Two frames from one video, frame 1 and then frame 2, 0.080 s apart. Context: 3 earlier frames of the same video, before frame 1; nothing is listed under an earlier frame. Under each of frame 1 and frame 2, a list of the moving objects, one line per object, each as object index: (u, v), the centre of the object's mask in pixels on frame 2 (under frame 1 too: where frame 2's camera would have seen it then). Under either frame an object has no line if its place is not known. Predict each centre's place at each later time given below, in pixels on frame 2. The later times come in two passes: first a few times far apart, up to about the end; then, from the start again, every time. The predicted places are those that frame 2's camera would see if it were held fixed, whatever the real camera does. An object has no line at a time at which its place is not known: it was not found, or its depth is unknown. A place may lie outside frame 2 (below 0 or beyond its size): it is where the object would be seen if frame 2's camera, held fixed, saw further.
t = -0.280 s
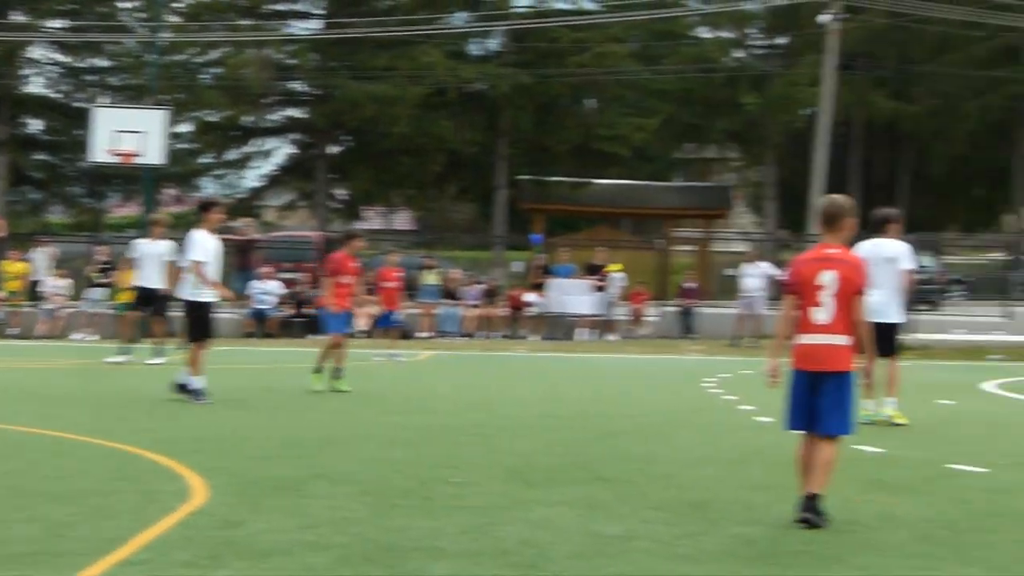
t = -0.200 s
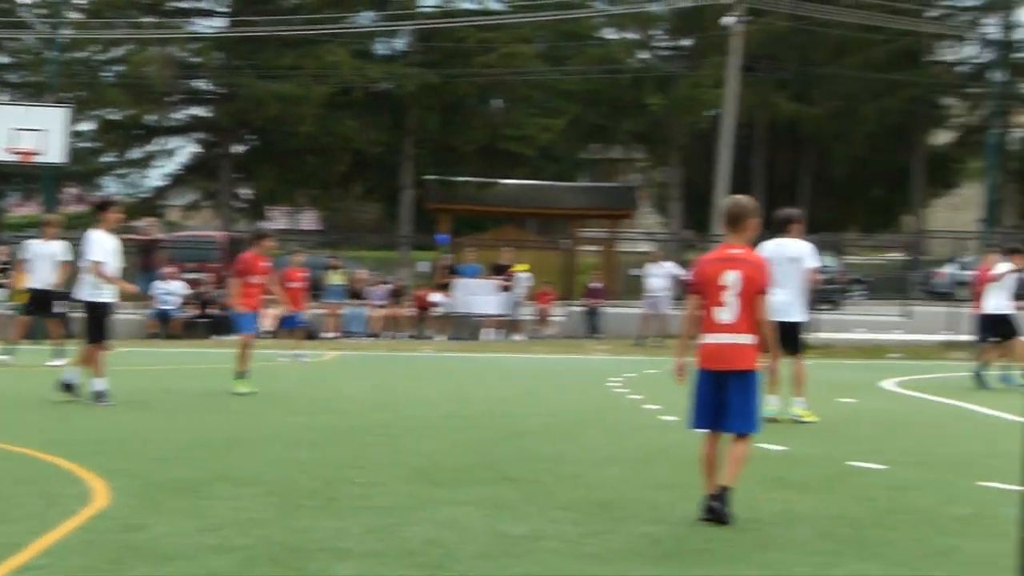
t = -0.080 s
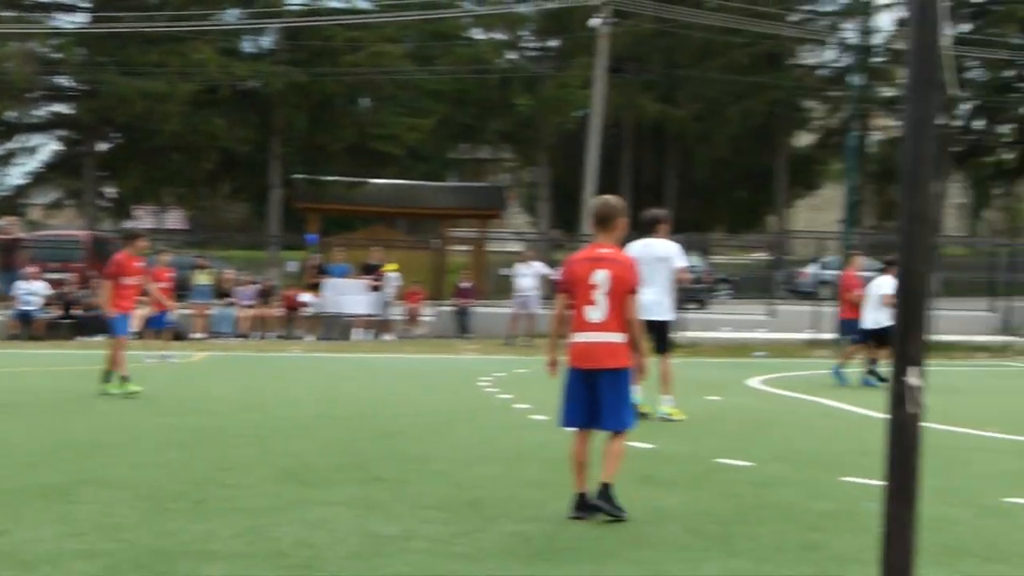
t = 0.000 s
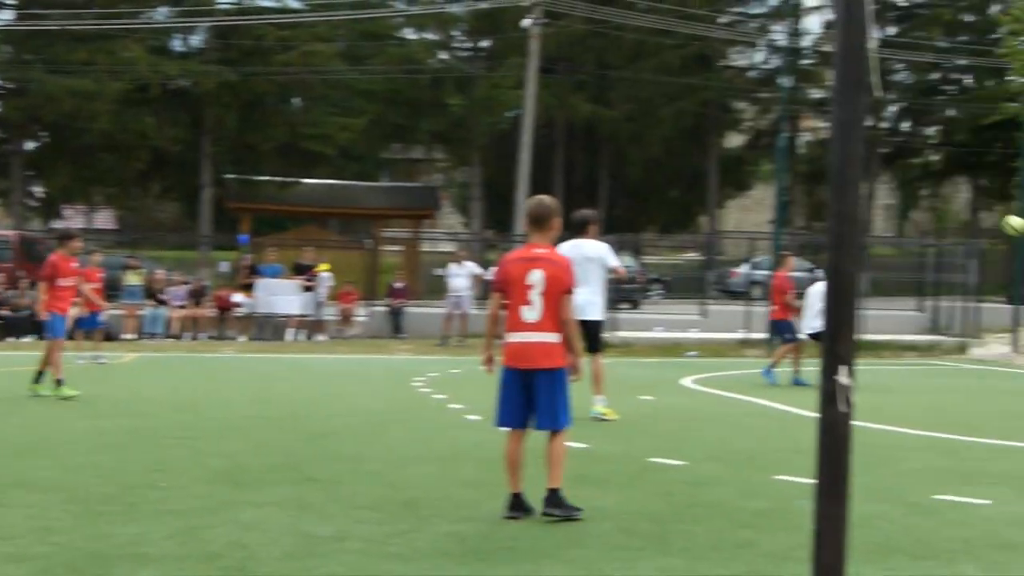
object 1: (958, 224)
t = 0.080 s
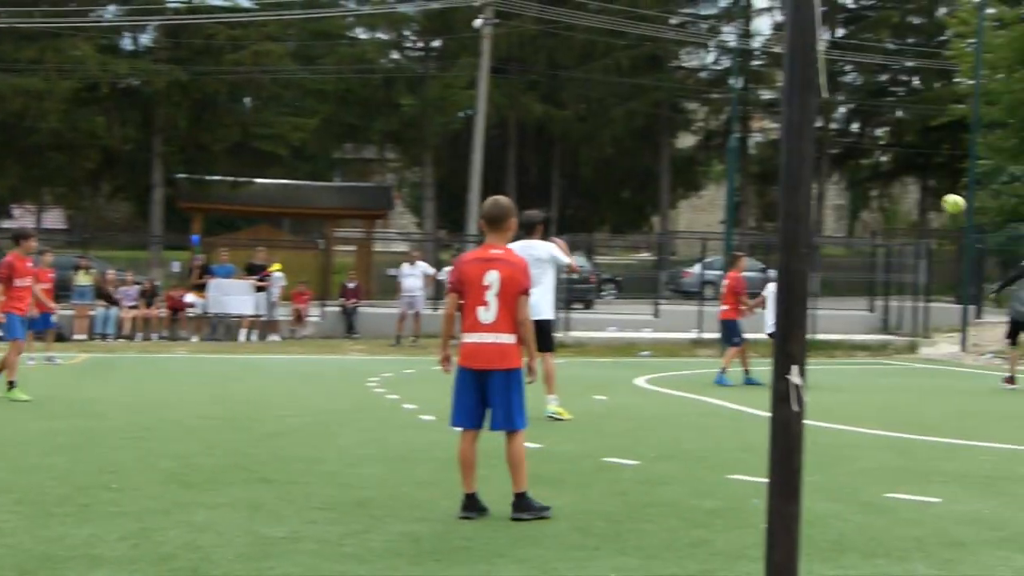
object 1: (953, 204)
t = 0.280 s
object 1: (933, 175)
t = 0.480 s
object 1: (912, 179)
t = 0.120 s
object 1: (949, 195)
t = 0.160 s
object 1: (946, 188)
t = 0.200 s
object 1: (942, 183)
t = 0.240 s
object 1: (937, 178)
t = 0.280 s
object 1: (933, 175)
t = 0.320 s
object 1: (929, 174)
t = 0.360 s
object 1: (925, 174)
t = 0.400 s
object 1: (920, 174)
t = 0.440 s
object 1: (916, 176)
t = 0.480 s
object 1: (912, 179)
